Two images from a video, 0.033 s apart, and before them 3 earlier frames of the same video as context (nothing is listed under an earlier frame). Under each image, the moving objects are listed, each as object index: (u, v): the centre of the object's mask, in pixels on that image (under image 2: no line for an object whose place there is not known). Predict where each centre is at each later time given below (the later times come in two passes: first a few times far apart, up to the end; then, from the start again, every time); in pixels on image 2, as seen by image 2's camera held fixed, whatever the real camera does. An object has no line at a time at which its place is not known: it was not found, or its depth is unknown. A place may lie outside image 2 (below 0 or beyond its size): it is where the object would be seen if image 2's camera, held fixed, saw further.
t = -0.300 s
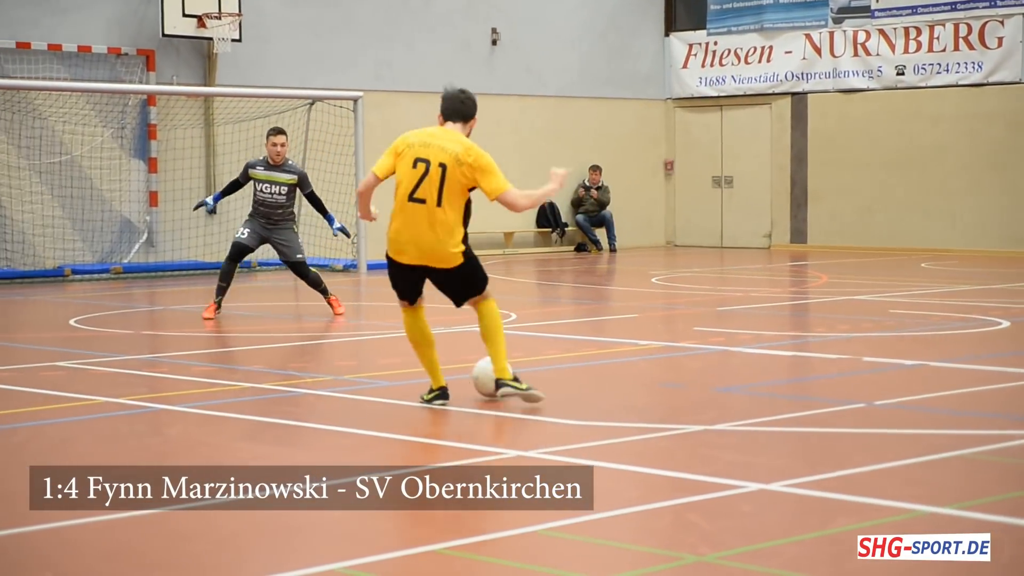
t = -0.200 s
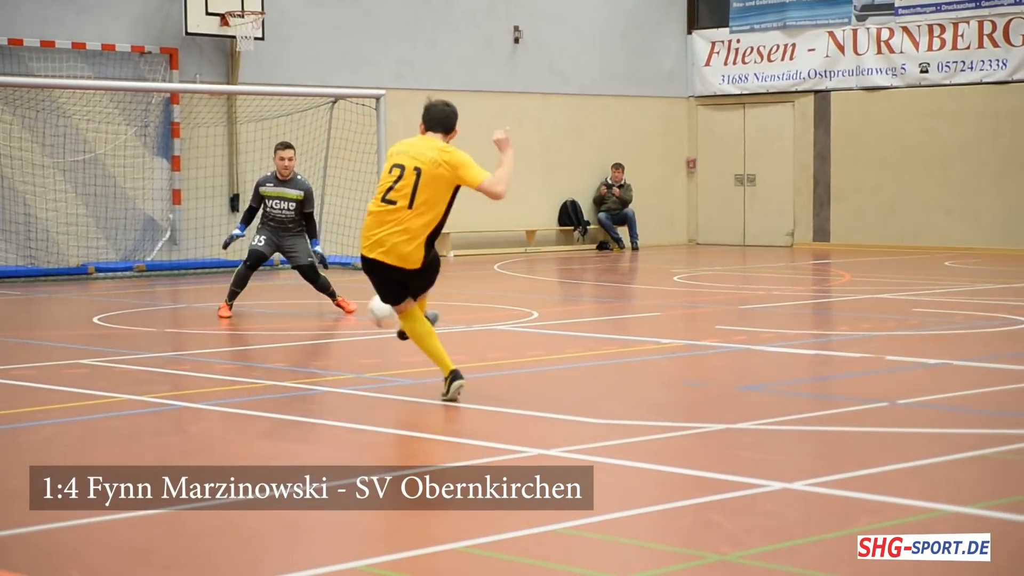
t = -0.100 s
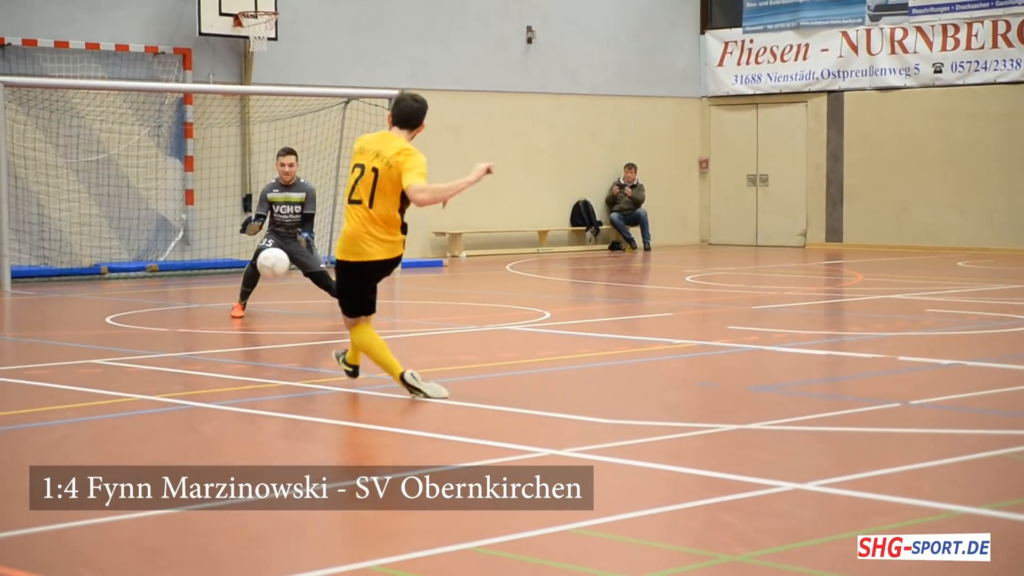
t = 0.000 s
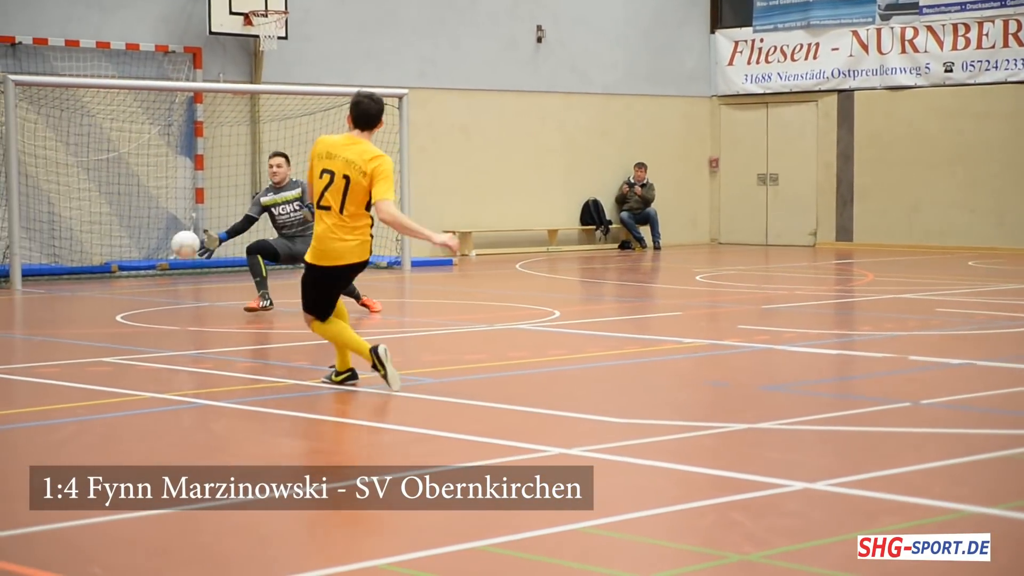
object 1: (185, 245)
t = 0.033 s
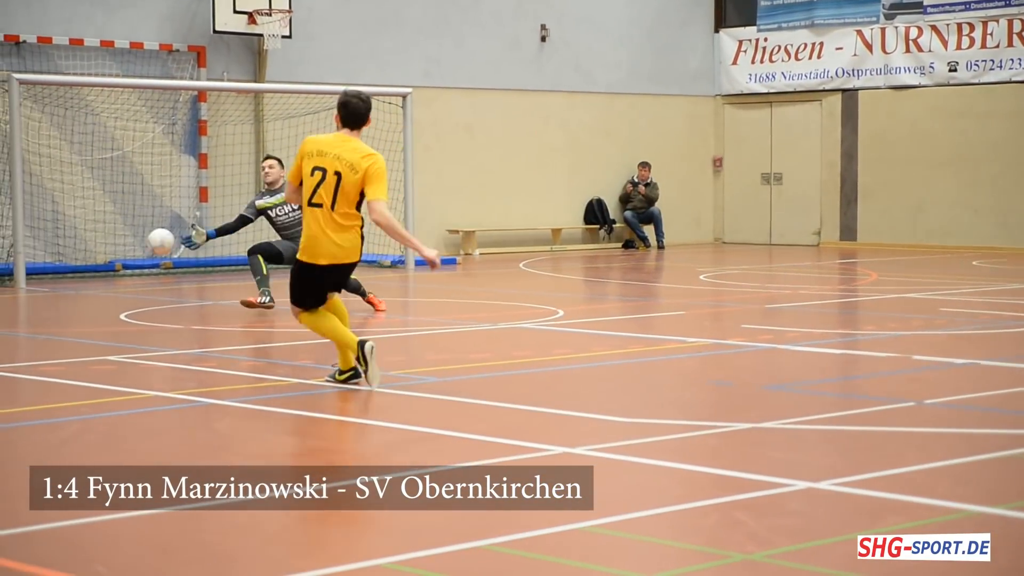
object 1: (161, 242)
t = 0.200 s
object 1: (41, 261)
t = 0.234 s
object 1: (47, 265)
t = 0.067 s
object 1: (134, 242)
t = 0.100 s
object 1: (108, 245)
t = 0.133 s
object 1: (85, 249)
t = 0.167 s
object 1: (62, 254)
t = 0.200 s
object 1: (41, 261)
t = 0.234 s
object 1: (47, 265)
